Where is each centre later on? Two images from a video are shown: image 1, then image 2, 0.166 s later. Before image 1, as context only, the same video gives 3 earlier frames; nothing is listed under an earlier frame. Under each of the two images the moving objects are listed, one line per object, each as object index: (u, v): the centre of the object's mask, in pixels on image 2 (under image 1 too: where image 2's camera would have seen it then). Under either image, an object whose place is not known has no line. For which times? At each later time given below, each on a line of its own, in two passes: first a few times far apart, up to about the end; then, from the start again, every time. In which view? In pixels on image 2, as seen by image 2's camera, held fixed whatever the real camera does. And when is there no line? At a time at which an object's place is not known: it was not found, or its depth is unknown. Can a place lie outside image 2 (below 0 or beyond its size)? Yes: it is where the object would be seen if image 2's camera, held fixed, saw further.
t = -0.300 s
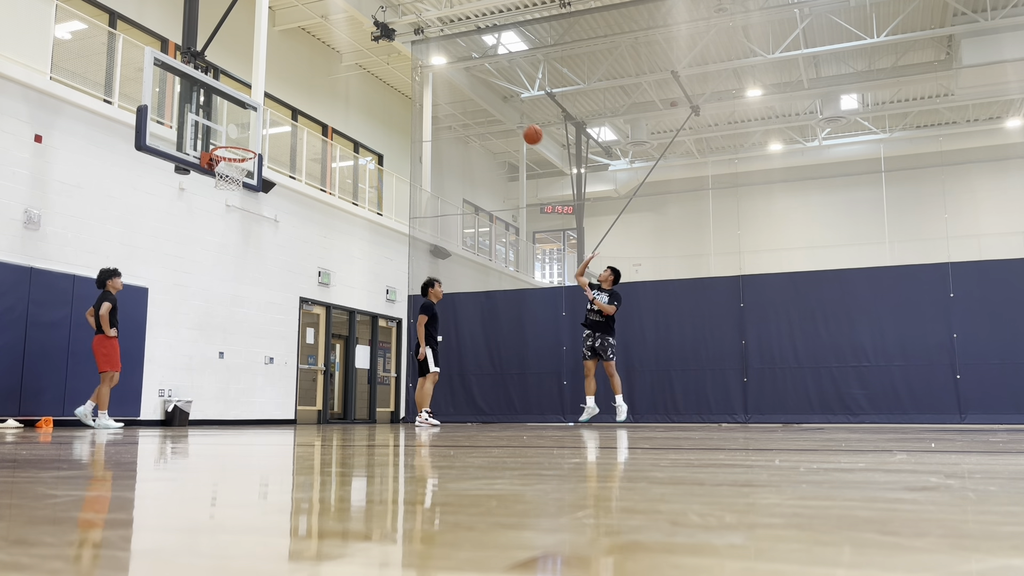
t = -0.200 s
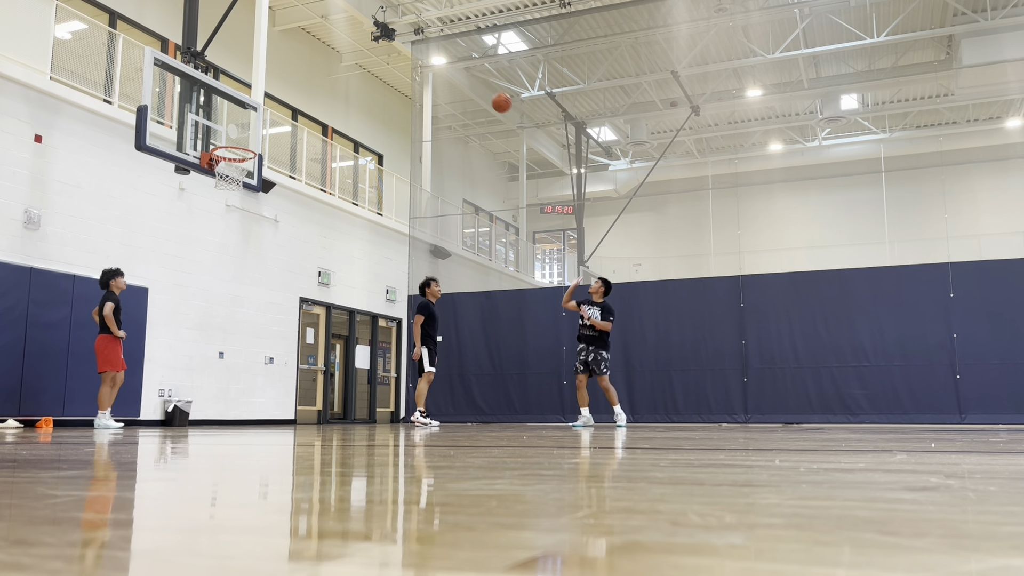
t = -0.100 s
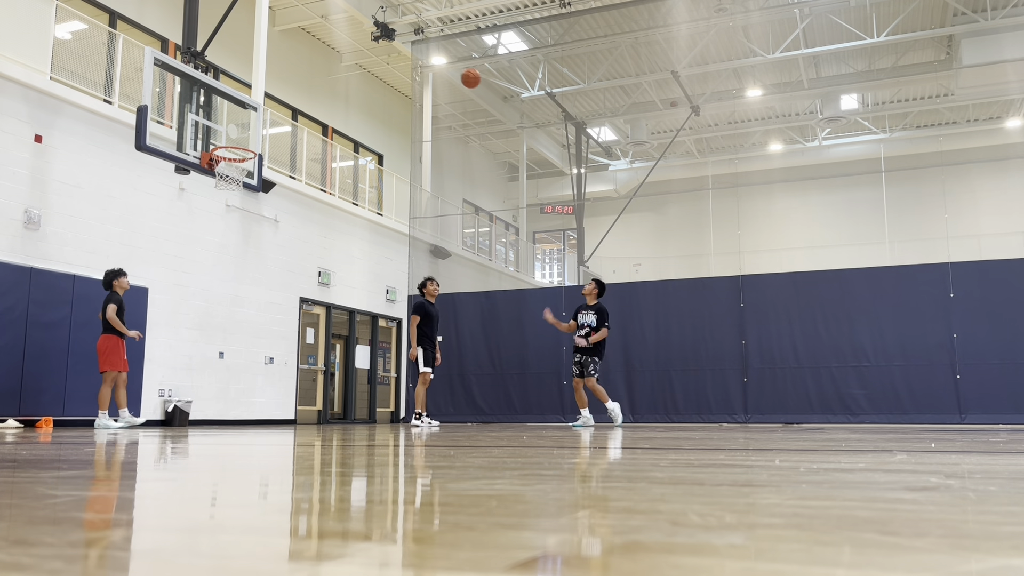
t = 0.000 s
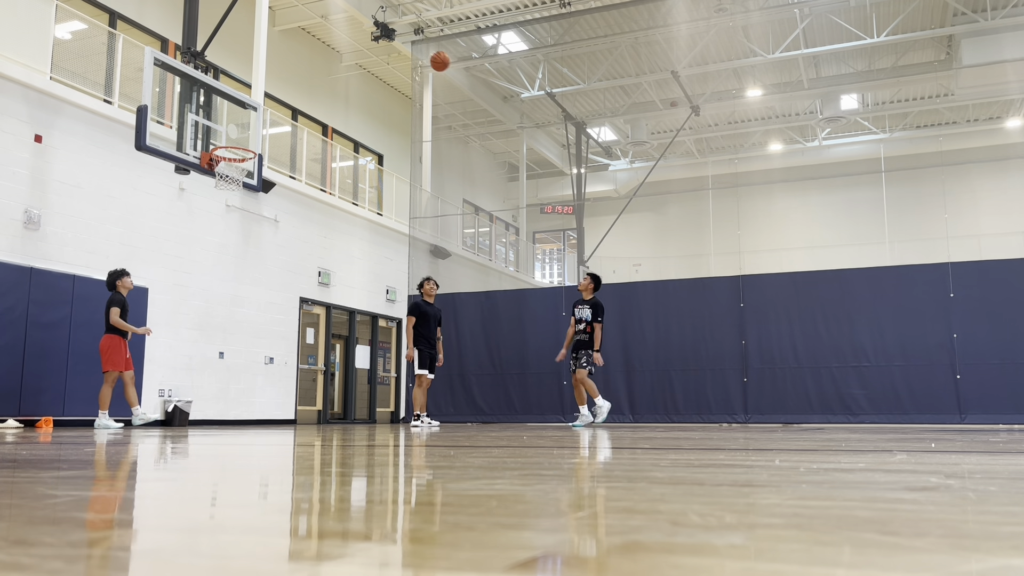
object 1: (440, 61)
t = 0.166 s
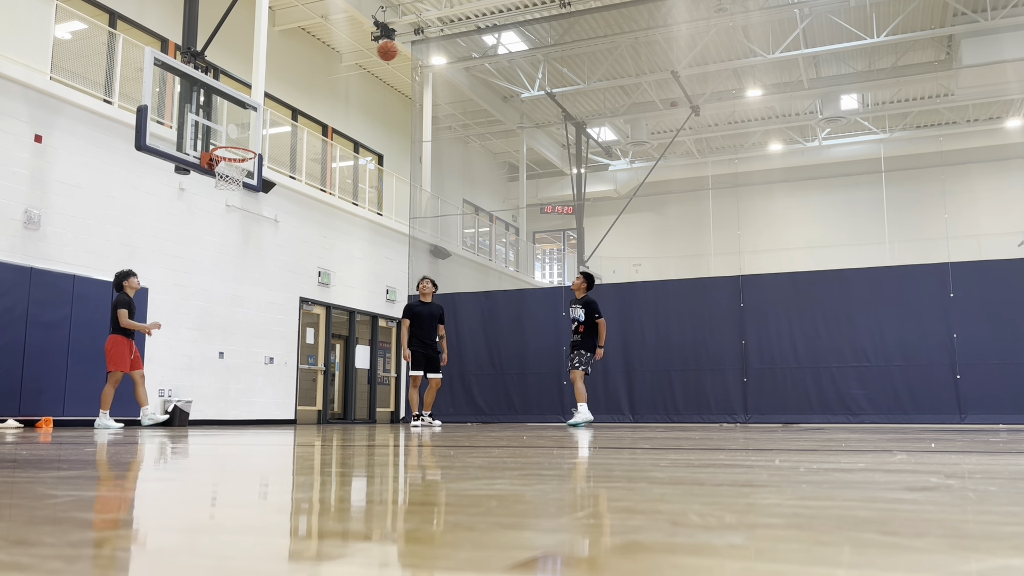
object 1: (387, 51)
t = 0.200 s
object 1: (377, 51)
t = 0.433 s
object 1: (300, 79)
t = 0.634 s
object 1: (230, 139)
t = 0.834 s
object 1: (253, 172)
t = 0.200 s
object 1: (377, 51)
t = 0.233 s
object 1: (366, 53)
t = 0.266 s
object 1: (355, 55)
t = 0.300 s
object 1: (344, 58)
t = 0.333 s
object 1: (333, 62)
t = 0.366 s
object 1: (322, 67)
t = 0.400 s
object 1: (311, 73)
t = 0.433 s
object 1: (300, 79)
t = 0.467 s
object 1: (289, 87)
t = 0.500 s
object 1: (277, 96)
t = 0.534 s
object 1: (266, 106)
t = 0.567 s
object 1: (254, 117)
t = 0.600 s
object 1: (242, 129)
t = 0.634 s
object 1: (230, 139)
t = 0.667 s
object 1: (223, 155)
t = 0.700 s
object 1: (233, 165)
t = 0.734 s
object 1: (241, 176)
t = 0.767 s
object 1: (247, 178)
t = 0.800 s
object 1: (251, 175)
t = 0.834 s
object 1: (253, 172)
